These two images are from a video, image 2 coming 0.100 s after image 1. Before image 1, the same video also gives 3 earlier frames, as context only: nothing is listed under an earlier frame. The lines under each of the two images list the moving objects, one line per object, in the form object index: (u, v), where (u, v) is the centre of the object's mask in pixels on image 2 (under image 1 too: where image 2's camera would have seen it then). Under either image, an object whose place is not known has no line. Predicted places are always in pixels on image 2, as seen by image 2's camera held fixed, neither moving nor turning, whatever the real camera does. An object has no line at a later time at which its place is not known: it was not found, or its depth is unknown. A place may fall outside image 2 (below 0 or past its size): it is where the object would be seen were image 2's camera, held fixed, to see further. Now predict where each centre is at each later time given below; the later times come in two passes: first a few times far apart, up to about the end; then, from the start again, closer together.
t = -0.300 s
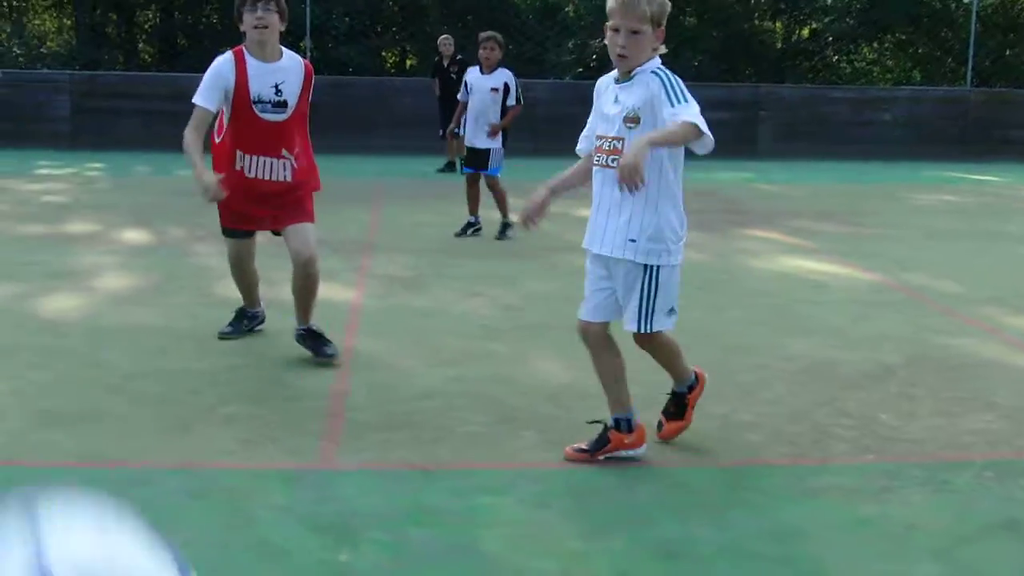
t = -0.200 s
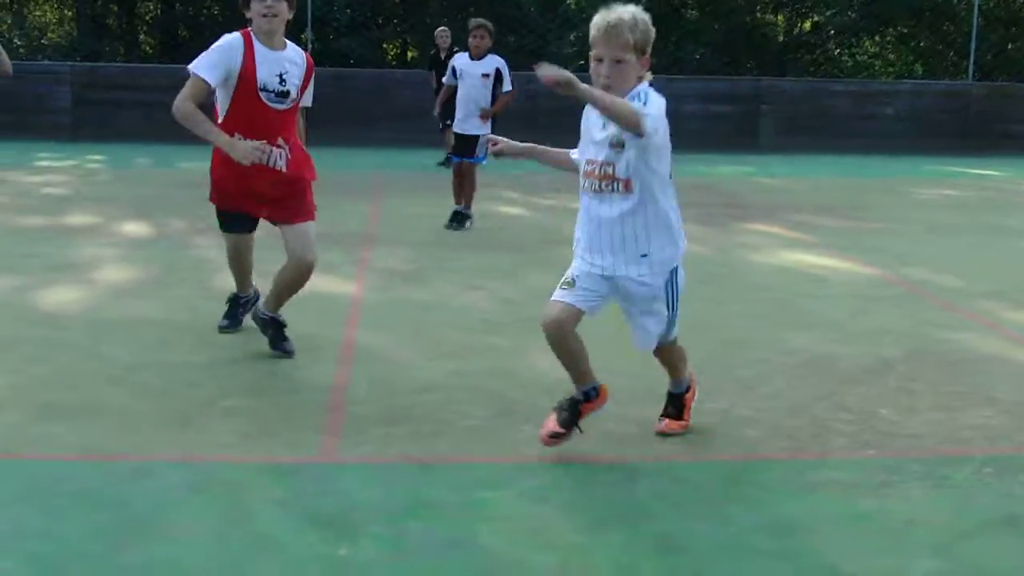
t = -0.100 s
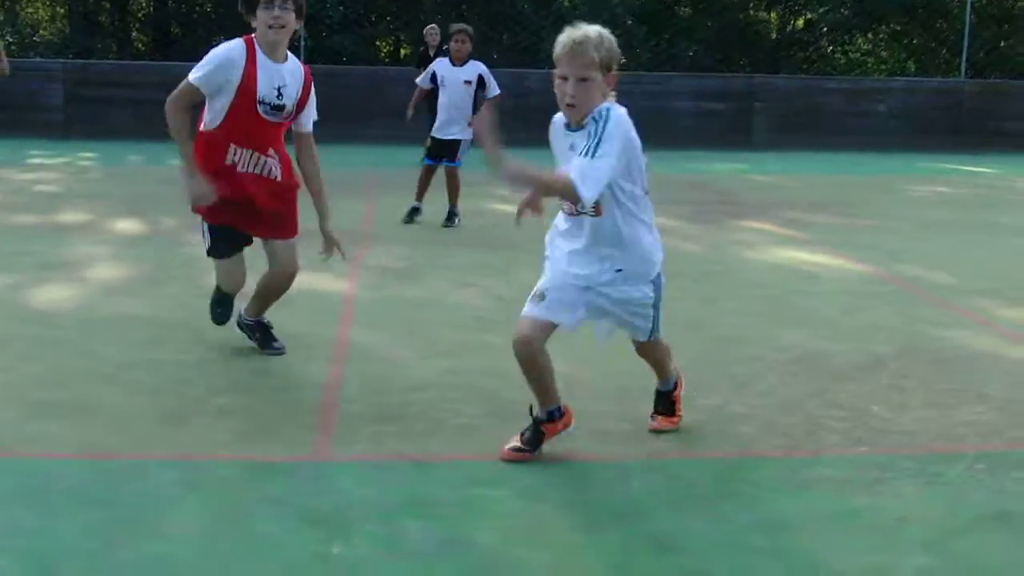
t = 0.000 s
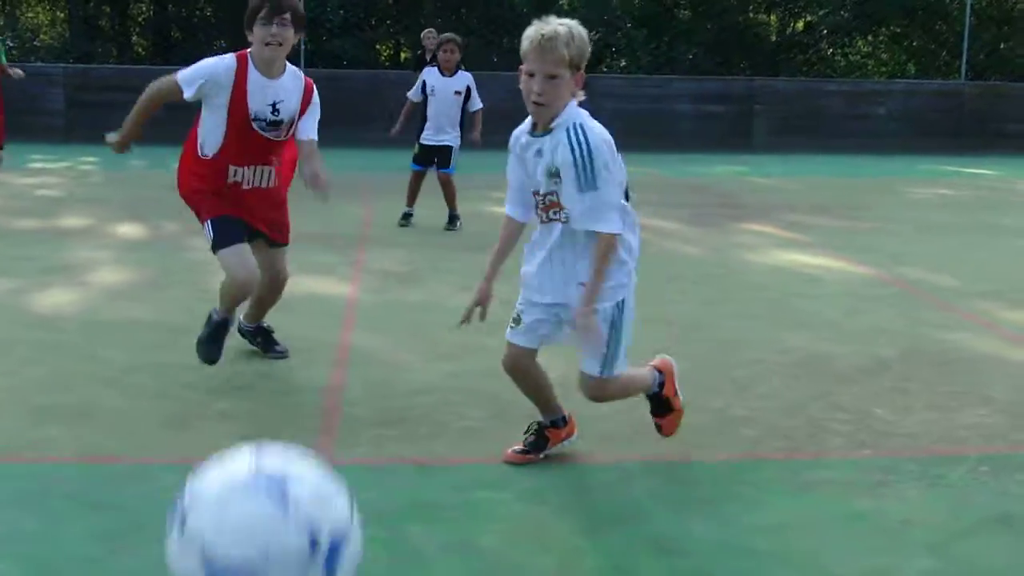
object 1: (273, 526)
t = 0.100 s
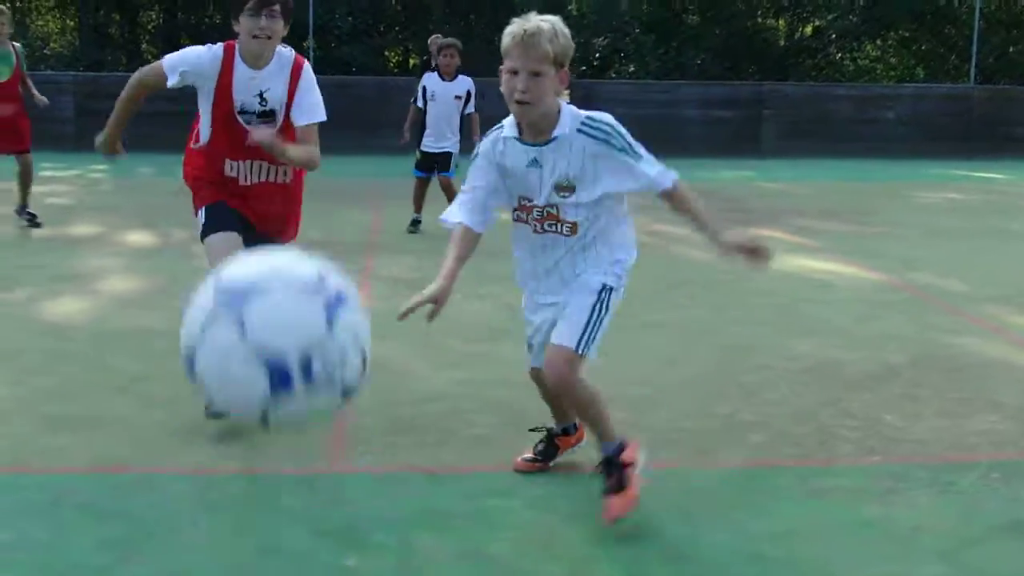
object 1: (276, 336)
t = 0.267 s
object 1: (290, 185)
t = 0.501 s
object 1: (308, 331)
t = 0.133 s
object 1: (279, 286)
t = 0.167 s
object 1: (281, 245)
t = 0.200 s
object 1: (284, 216)
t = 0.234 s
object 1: (285, 194)
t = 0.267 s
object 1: (290, 185)
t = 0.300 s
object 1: (292, 184)
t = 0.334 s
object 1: (296, 190)
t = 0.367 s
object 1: (298, 202)
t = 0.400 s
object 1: (298, 224)
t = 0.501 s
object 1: (308, 331)
